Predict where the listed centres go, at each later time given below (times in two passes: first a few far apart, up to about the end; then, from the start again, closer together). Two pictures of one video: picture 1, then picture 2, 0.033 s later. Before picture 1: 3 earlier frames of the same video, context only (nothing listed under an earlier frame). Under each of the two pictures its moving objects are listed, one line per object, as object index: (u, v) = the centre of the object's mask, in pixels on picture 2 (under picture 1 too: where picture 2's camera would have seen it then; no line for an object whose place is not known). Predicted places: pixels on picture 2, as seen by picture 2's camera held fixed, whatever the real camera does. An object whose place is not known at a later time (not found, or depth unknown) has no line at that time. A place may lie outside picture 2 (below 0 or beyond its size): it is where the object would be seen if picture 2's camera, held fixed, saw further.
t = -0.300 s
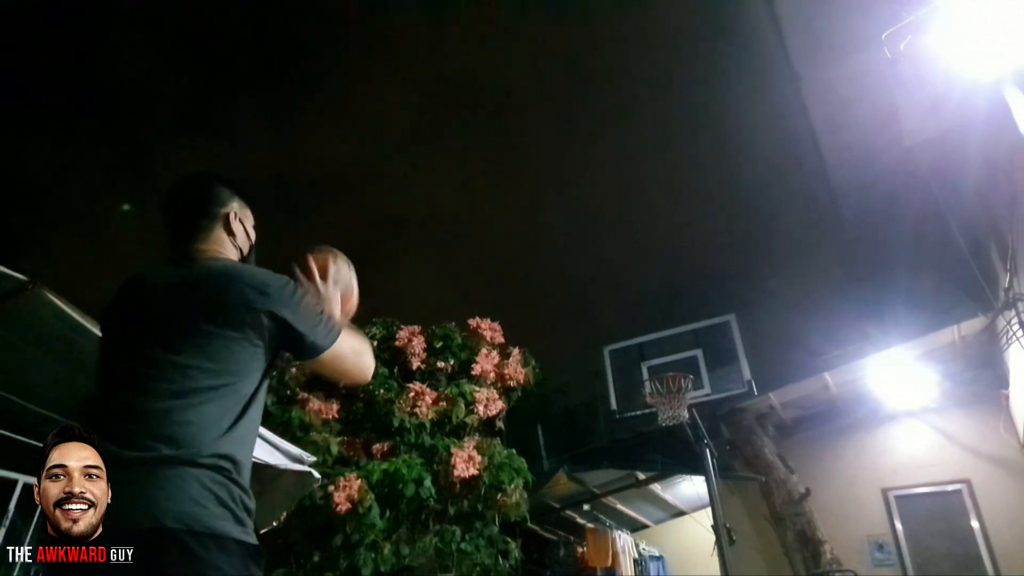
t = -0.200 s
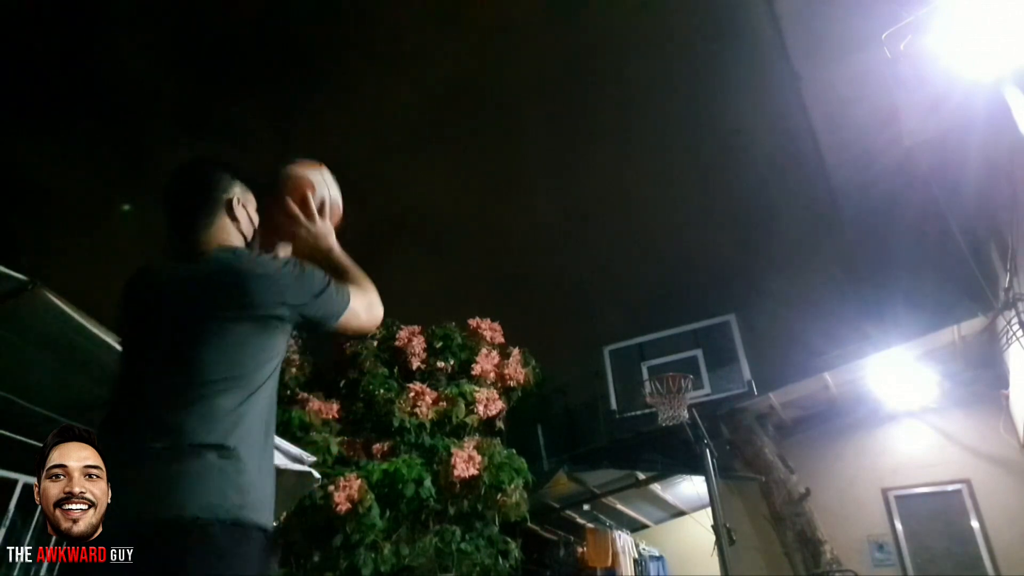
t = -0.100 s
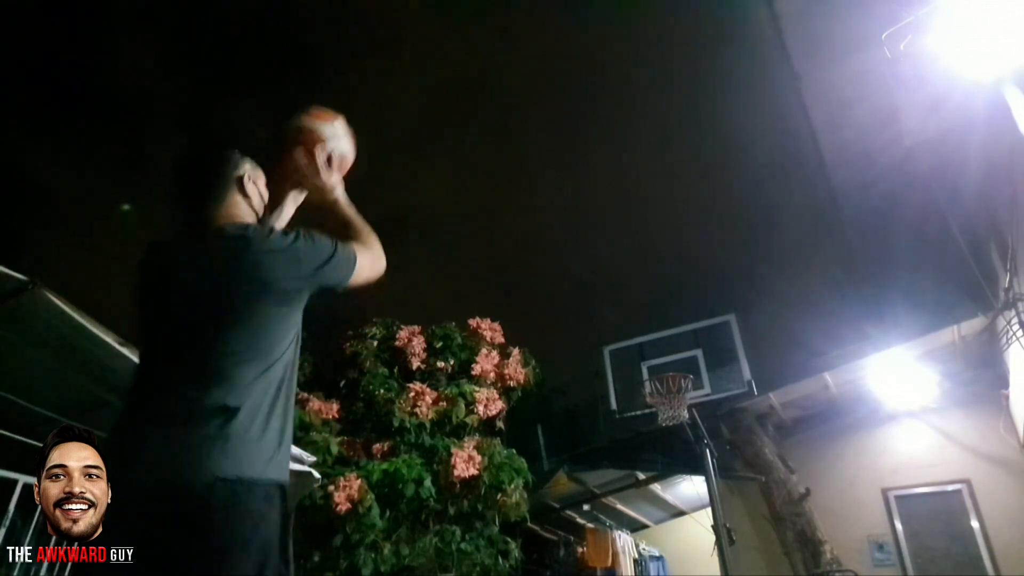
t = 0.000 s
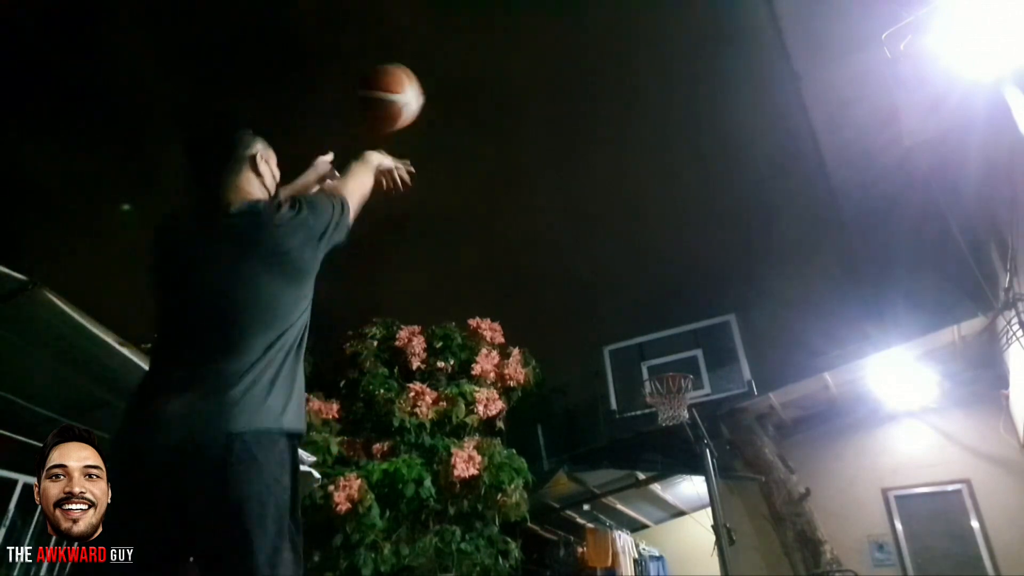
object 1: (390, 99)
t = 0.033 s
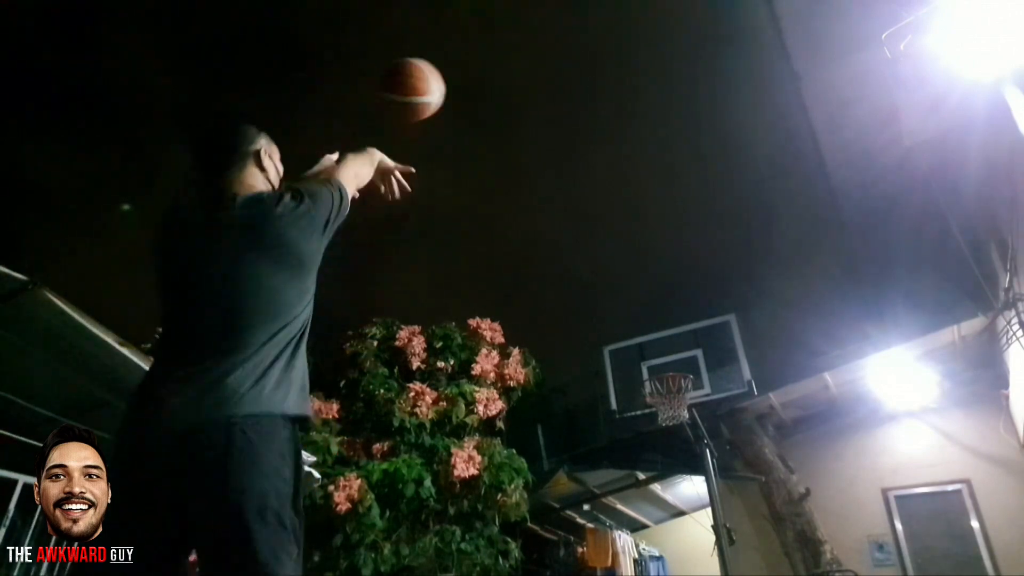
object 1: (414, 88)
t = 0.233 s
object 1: (507, 88)
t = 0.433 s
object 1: (562, 127)
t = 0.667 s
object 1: (605, 203)
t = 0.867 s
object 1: (637, 292)
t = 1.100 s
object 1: (671, 415)
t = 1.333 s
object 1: (690, 451)
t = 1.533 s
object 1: (716, 532)
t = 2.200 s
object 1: (764, 559)
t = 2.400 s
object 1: (773, 518)
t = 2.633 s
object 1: (798, 541)
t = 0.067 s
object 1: (436, 84)
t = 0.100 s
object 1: (455, 82)
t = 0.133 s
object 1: (470, 81)
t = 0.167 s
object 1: (483, 81)
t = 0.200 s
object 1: (497, 84)
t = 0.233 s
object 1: (507, 88)
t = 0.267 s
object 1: (519, 92)
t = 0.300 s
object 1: (528, 97)
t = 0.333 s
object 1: (539, 104)
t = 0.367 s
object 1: (547, 110)
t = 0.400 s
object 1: (555, 118)
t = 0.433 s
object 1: (562, 127)
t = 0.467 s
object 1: (569, 136)
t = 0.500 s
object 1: (576, 144)
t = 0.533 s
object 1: (582, 156)
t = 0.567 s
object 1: (588, 168)
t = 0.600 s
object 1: (595, 179)
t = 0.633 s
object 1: (600, 190)
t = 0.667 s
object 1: (605, 203)
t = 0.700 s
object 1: (611, 216)
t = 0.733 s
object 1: (617, 229)
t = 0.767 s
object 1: (622, 244)
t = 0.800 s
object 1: (628, 259)
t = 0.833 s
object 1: (633, 275)
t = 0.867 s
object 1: (637, 292)
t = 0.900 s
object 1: (643, 309)
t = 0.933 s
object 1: (647, 326)
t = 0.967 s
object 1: (651, 346)
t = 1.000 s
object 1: (658, 366)
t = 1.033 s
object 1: (659, 385)
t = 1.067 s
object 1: (656, 401)
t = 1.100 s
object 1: (671, 415)
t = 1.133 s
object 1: (671, 415)
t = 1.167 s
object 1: (675, 418)
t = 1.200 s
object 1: (678, 421)
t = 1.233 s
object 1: (681, 427)
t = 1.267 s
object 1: (684, 433)
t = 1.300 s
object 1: (686, 442)
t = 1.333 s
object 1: (690, 451)
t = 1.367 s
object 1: (695, 460)
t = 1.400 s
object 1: (698, 470)
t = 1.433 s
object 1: (701, 484)
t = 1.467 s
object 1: (705, 499)
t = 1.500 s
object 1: (710, 514)
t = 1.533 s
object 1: (716, 532)
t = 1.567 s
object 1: (719, 551)
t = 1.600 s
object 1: (724, 567)
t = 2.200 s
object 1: (764, 559)
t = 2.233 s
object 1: (764, 549)
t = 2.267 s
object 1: (765, 538)
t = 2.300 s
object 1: (767, 531)
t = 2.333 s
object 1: (768, 525)
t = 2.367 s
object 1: (771, 521)
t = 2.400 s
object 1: (773, 518)
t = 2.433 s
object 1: (775, 516)
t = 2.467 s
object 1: (779, 516)
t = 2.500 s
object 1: (782, 517)
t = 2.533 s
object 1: (786, 521)
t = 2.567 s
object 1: (789, 524)
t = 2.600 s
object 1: (794, 531)
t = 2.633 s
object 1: (798, 541)
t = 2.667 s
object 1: (802, 547)
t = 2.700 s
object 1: (809, 560)
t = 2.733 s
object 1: (813, 567)
